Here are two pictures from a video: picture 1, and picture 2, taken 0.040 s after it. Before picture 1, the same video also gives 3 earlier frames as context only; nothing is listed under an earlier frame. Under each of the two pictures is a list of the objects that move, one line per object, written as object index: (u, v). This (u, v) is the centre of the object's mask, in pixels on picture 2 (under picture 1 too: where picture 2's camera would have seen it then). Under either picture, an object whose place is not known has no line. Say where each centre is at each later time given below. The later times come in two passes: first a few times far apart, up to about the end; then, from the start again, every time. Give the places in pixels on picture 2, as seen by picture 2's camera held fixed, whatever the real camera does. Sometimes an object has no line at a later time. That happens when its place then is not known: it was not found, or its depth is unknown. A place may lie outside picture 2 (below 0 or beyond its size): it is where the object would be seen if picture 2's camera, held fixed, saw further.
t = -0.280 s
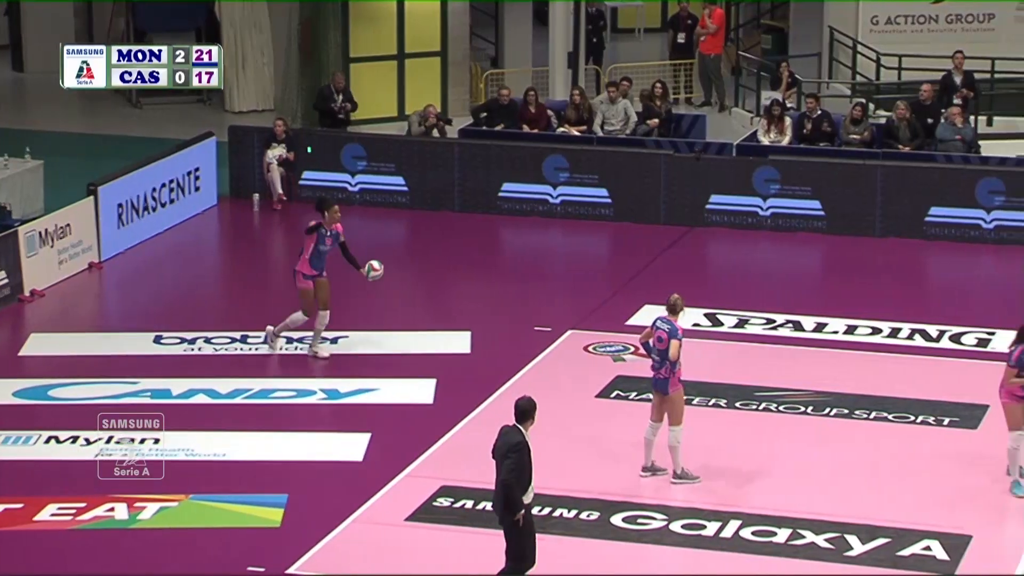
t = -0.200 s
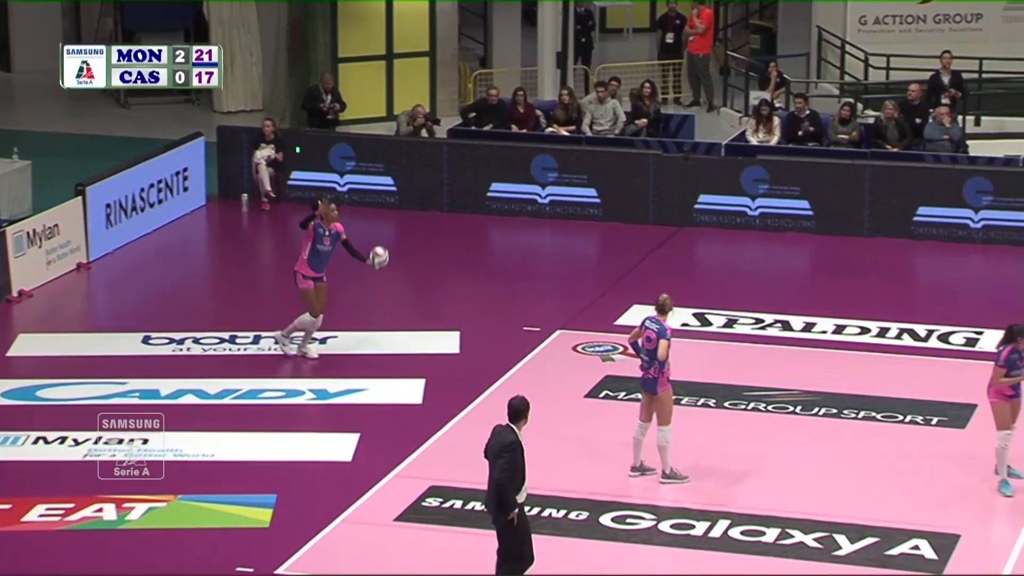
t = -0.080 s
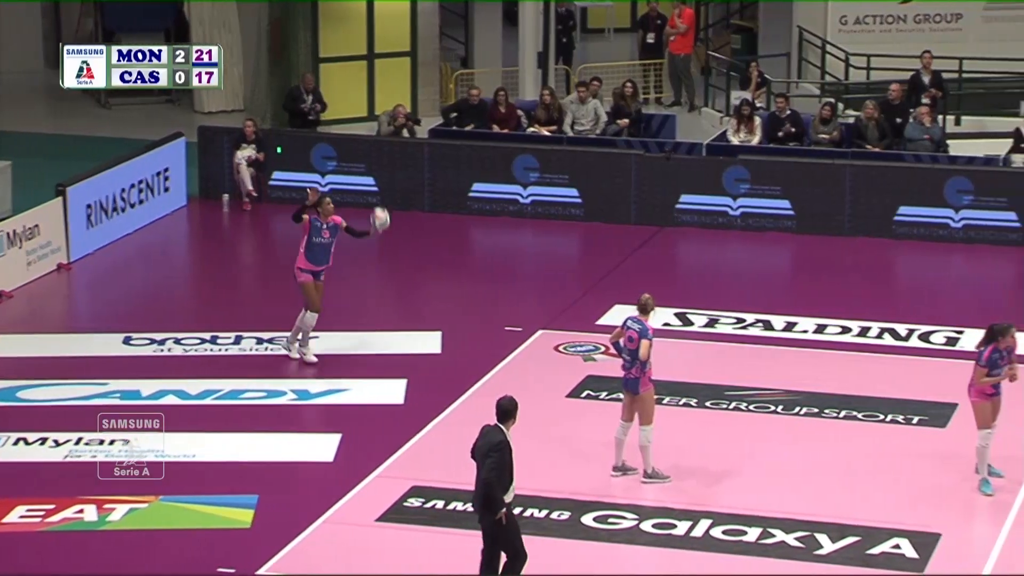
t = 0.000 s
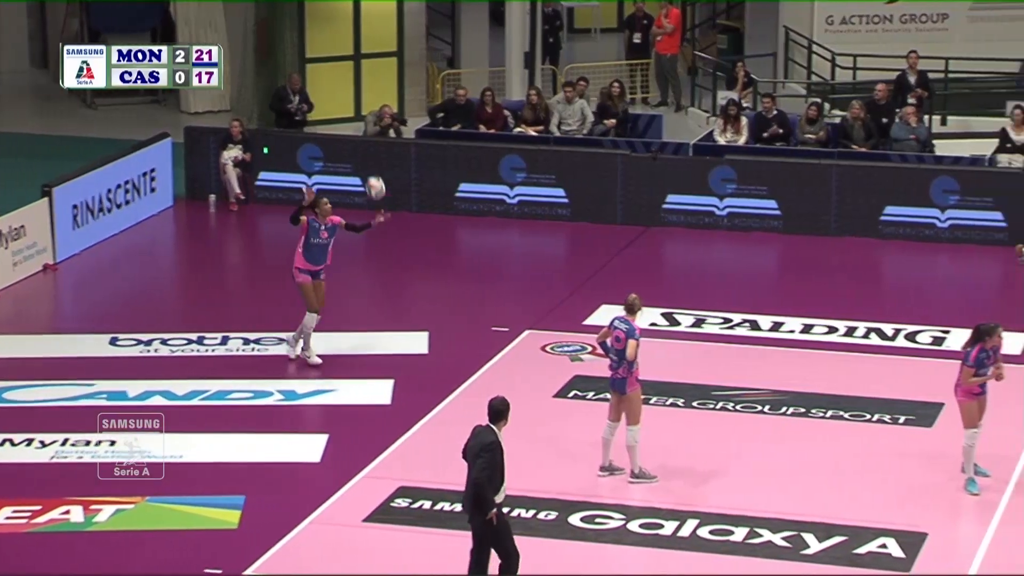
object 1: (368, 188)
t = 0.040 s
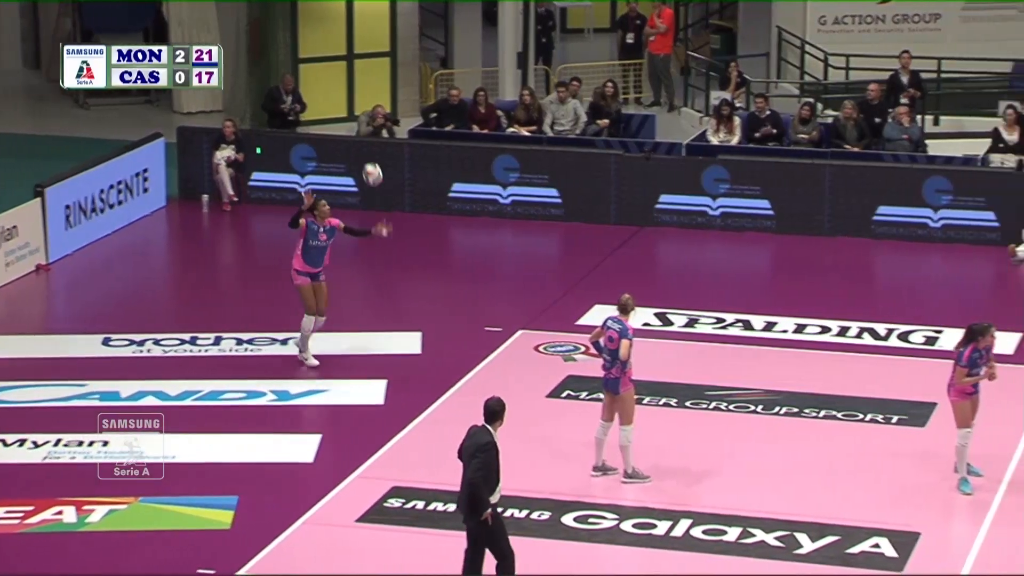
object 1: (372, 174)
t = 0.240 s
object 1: (393, 126)
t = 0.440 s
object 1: (414, 116)
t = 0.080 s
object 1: (376, 162)
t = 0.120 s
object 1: (380, 151)
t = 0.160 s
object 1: (384, 141)
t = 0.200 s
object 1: (388, 134)
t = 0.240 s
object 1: (393, 126)
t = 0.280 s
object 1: (397, 122)
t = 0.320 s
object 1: (401, 118)
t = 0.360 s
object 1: (405, 116)
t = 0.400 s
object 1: (409, 115)
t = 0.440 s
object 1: (414, 116)
